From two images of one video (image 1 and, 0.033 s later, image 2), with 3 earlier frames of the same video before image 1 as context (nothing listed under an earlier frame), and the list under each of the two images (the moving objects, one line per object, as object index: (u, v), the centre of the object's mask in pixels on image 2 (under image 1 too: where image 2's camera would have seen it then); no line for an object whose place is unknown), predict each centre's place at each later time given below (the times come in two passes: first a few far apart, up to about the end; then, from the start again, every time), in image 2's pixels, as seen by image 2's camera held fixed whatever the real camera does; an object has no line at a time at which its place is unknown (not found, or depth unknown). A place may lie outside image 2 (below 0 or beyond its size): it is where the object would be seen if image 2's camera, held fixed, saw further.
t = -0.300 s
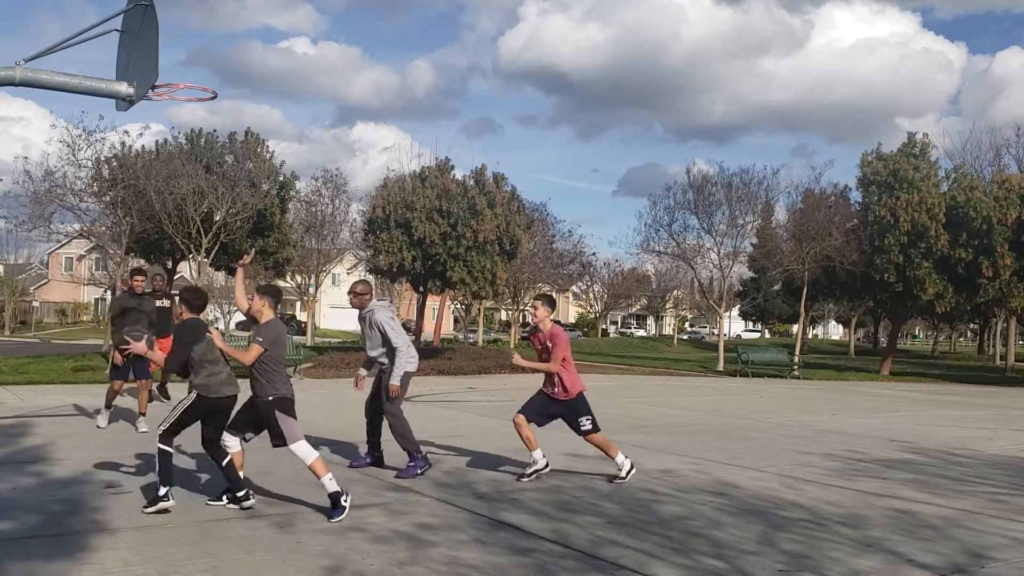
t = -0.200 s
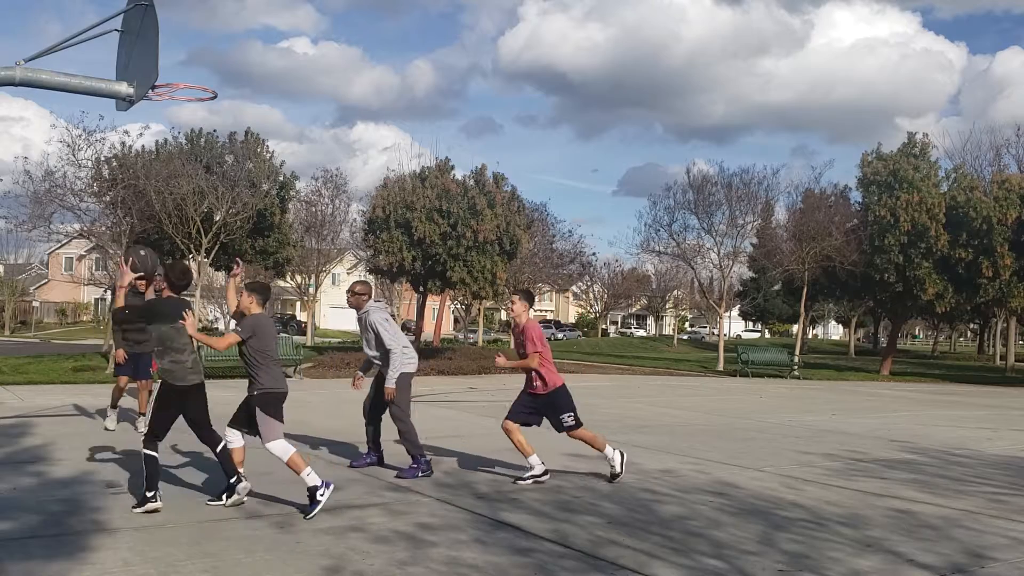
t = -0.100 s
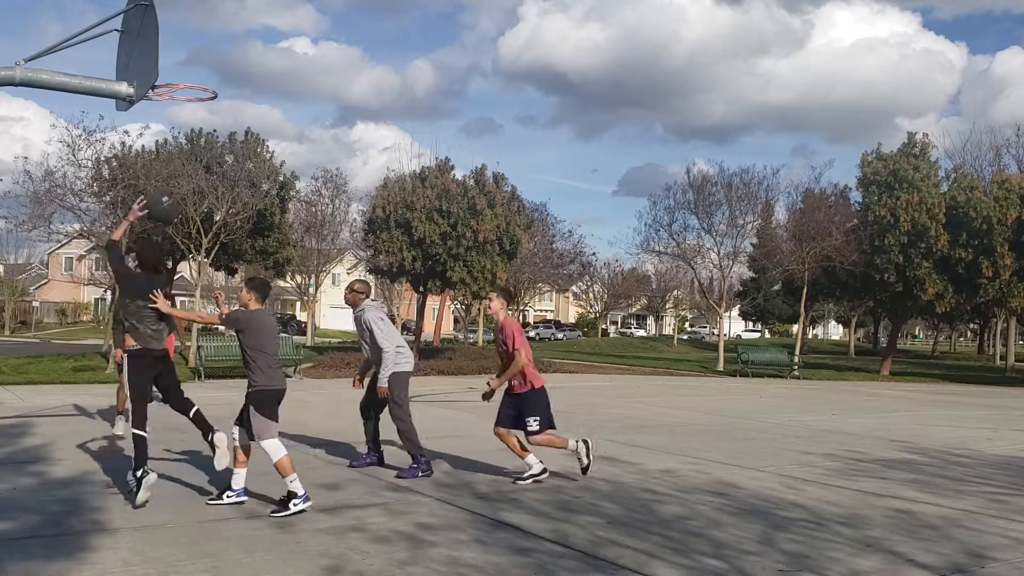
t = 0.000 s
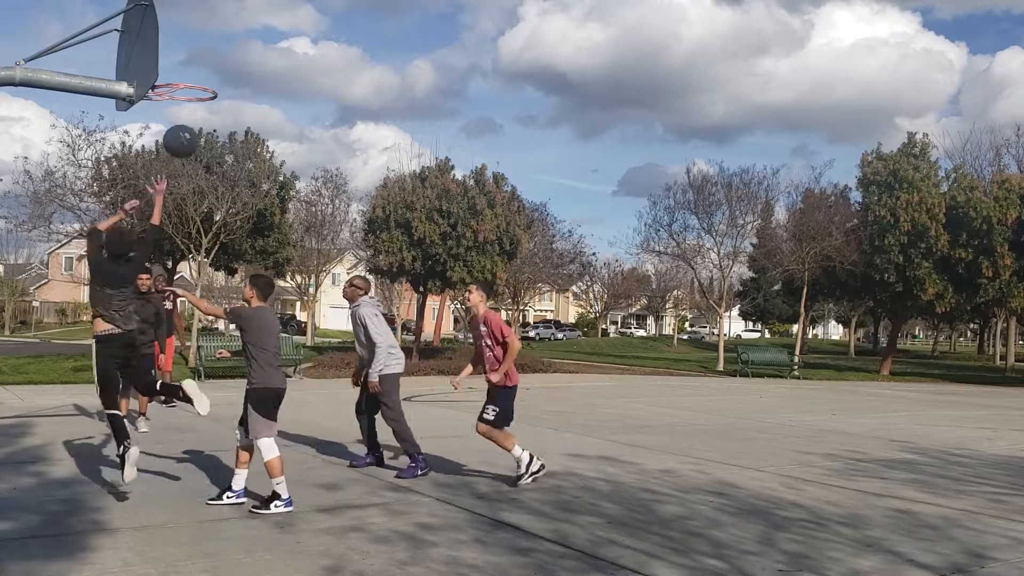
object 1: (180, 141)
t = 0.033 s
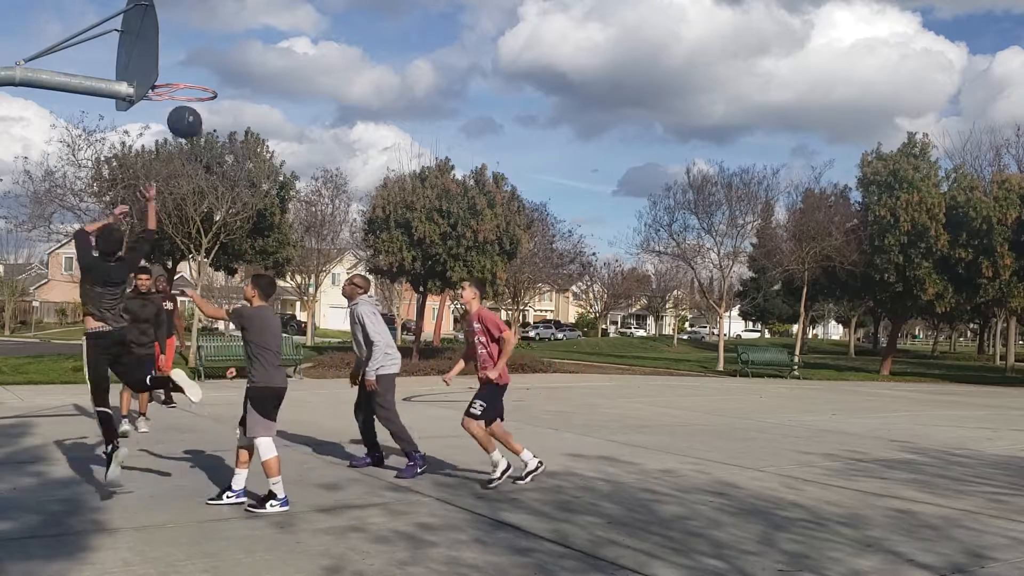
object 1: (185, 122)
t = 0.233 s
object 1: (207, 44)
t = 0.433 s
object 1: (225, 21)
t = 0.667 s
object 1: (242, 54)
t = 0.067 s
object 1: (189, 105)
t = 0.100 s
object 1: (193, 89)
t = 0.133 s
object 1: (196, 75)
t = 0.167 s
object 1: (200, 63)
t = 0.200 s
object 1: (203, 53)
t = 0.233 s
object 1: (207, 44)
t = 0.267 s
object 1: (210, 36)
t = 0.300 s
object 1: (213, 30)
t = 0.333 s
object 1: (216, 26)
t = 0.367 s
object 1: (219, 23)
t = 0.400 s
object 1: (222, 21)
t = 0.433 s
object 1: (225, 21)
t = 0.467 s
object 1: (228, 22)
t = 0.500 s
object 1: (230, 24)
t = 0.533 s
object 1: (233, 27)
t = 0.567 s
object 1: (235, 32)
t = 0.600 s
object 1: (238, 38)
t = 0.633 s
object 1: (240, 45)
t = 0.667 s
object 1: (242, 54)
